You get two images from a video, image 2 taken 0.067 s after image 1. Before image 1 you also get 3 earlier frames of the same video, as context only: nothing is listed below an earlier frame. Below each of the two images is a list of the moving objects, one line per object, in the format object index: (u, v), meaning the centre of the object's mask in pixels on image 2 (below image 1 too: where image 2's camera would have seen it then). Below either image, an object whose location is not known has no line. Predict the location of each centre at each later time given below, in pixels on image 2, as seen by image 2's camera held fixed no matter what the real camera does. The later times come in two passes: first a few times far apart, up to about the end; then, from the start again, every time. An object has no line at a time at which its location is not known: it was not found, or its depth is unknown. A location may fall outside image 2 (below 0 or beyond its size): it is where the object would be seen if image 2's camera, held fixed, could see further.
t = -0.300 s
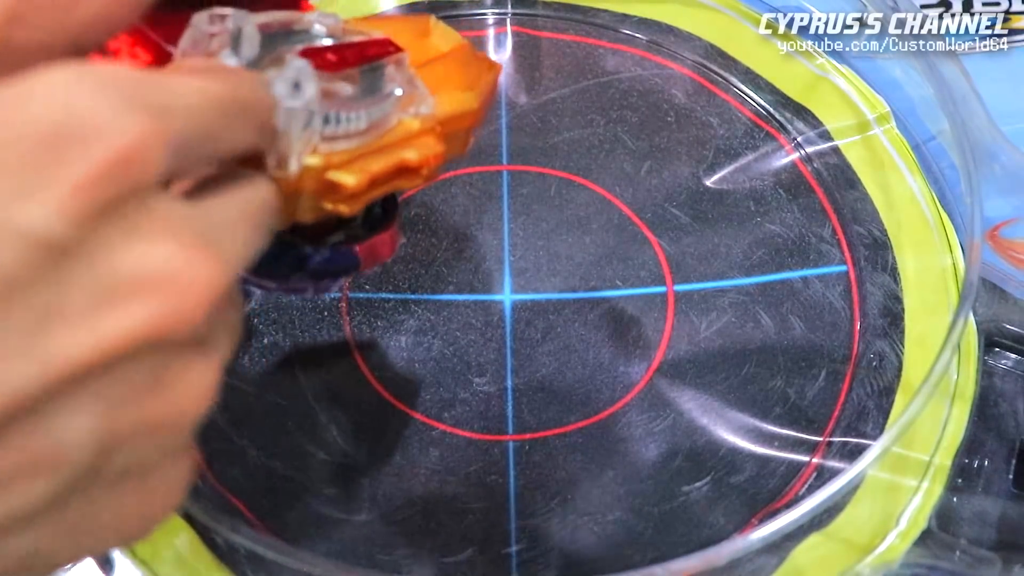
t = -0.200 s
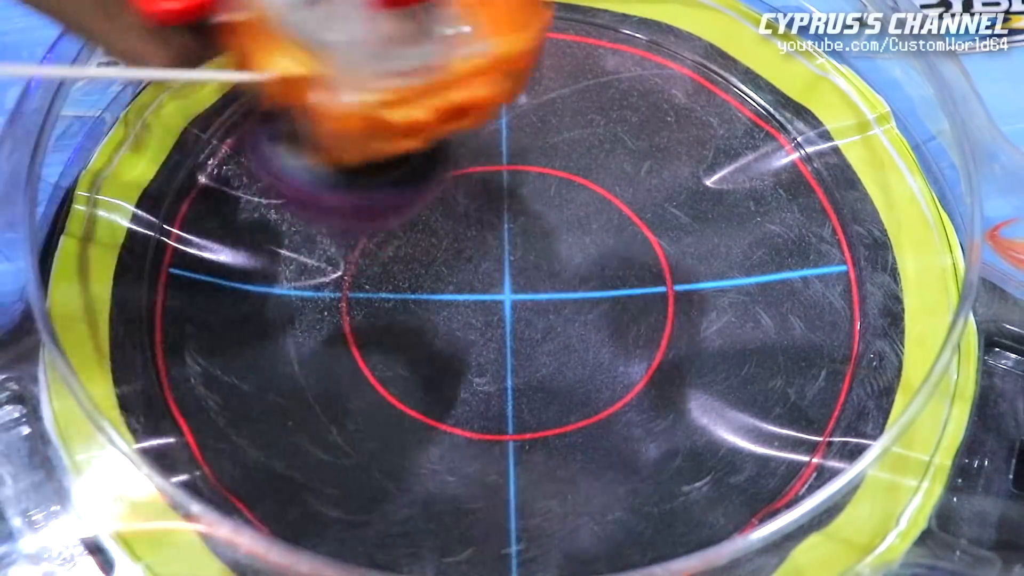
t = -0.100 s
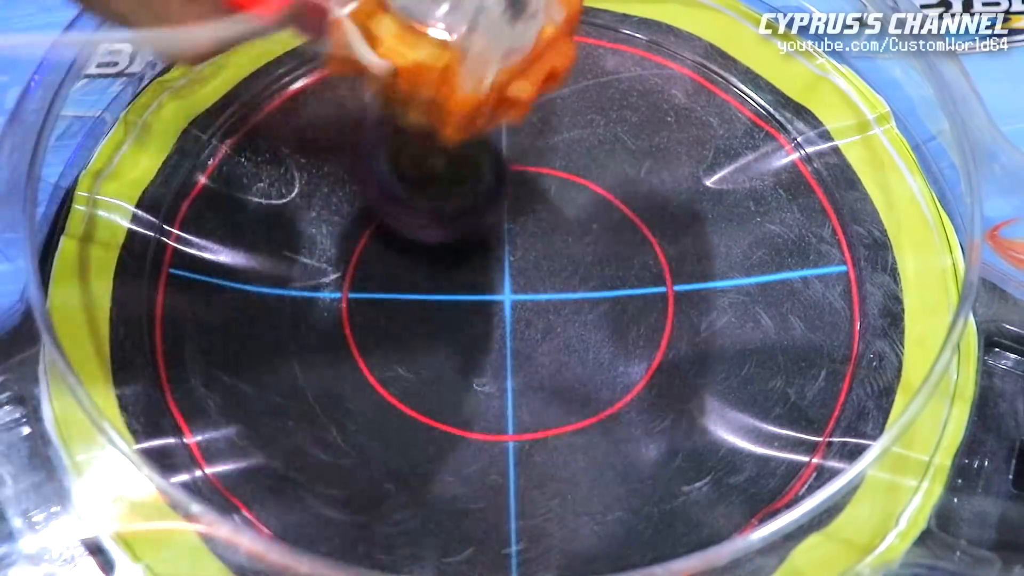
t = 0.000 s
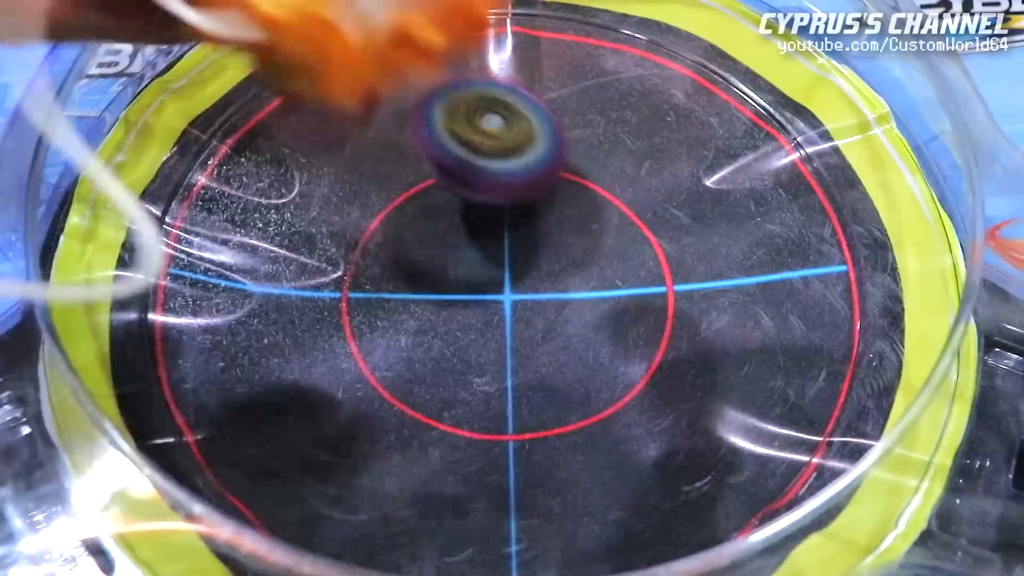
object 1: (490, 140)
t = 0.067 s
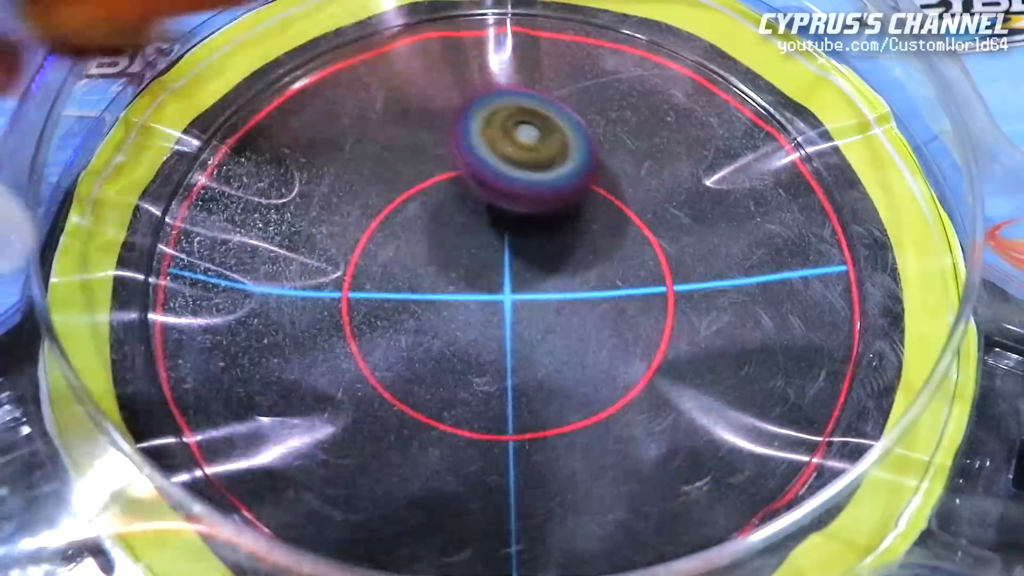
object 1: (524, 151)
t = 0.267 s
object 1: (577, 193)
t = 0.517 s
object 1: (512, 254)
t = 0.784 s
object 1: (420, 223)
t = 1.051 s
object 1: (467, 146)
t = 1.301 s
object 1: (479, 160)
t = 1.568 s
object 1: (505, 200)
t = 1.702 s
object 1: (531, 209)
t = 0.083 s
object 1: (531, 154)
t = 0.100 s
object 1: (538, 152)
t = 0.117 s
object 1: (545, 155)
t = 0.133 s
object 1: (552, 160)
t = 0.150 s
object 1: (557, 160)
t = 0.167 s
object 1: (563, 165)
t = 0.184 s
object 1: (566, 168)
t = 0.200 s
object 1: (570, 173)
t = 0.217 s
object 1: (572, 177)
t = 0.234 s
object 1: (575, 182)
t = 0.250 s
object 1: (577, 187)
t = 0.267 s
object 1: (577, 193)
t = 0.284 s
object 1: (577, 197)
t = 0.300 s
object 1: (576, 204)
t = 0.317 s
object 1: (574, 209)
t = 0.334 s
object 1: (571, 214)
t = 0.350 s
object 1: (568, 220)
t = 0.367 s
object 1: (565, 223)
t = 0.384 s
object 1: (561, 229)
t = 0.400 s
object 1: (556, 234)
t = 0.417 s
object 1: (551, 238)
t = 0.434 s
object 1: (545, 242)
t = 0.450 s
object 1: (538, 244)
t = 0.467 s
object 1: (532, 248)
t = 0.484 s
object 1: (526, 251)
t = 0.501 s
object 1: (519, 253)
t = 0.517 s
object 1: (512, 254)
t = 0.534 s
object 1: (504, 255)
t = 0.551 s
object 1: (497, 254)
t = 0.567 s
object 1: (491, 256)
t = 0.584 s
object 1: (483, 251)
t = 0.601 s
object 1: (475, 248)
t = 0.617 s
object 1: (468, 250)
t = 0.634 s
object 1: (460, 252)
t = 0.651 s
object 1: (454, 246)
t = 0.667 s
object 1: (447, 242)
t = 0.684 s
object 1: (442, 243)
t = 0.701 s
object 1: (437, 242)
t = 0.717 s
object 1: (432, 234)
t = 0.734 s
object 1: (428, 232)
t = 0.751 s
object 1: (424, 232)
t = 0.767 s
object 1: (422, 227)
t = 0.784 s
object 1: (420, 223)
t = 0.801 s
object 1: (421, 219)
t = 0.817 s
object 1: (423, 213)
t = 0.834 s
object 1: (424, 207)
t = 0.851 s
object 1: (427, 202)
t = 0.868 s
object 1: (430, 197)
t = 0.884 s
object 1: (432, 191)
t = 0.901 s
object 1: (435, 187)
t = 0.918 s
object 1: (439, 182)
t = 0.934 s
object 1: (442, 177)
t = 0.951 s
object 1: (447, 171)
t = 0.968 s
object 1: (451, 166)
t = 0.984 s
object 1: (454, 160)
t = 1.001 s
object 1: (458, 157)
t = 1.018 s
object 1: (460, 152)
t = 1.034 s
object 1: (464, 150)
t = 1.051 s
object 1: (467, 146)
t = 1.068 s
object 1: (468, 144)
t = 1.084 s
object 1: (471, 142)
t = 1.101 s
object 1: (472, 140)
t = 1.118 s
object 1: (473, 139)
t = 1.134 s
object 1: (475, 138)
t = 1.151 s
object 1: (476, 139)
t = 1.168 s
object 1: (476, 139)
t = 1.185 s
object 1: (478, 142)
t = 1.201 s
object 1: (479, 143)
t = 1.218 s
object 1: (480, 146)
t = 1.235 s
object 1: (480, 147)
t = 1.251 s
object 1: (480, 150)
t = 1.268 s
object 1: (480, 152)
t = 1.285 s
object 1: (479, 155)
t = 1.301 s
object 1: (479, 160)
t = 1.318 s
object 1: (479, 163)
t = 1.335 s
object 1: (479, 167)
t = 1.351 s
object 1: (480, 170)
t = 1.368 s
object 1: (480, 174)
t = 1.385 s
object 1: (481, 178)
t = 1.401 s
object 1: (481, 182)
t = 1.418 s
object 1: (484, 185)
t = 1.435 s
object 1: (484, 188)
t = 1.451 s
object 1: (487, 190)
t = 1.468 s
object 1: (489, 193)
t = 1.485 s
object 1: (491, 195)
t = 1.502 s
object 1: (493, 196)
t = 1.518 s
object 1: (496, 198)
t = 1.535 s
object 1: (500, 199)
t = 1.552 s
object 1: (502, 199)
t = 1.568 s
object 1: (505, 200)
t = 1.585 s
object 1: (508, 203)
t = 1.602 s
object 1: (511, 204)
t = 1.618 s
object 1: (514, 204)
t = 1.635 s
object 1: (517, 205)
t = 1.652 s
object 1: (520, 208)
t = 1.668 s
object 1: (524, 209)
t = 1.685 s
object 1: (528, 209)
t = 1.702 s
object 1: (531, 209)
